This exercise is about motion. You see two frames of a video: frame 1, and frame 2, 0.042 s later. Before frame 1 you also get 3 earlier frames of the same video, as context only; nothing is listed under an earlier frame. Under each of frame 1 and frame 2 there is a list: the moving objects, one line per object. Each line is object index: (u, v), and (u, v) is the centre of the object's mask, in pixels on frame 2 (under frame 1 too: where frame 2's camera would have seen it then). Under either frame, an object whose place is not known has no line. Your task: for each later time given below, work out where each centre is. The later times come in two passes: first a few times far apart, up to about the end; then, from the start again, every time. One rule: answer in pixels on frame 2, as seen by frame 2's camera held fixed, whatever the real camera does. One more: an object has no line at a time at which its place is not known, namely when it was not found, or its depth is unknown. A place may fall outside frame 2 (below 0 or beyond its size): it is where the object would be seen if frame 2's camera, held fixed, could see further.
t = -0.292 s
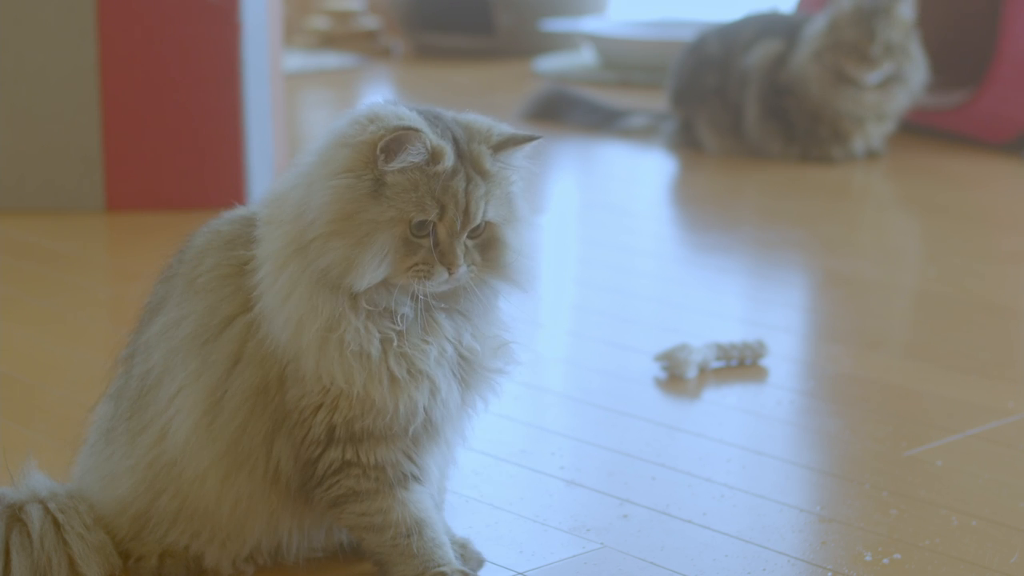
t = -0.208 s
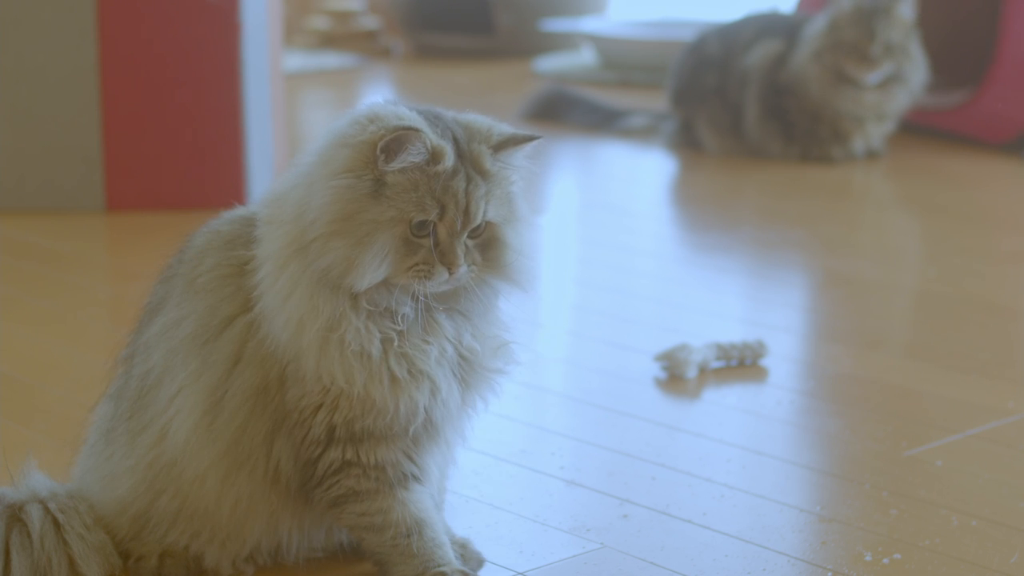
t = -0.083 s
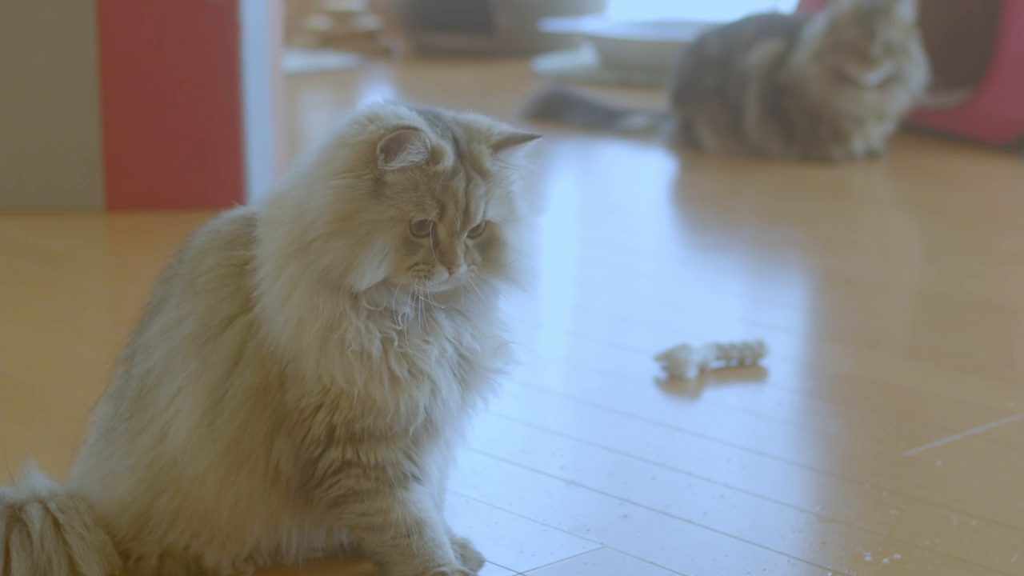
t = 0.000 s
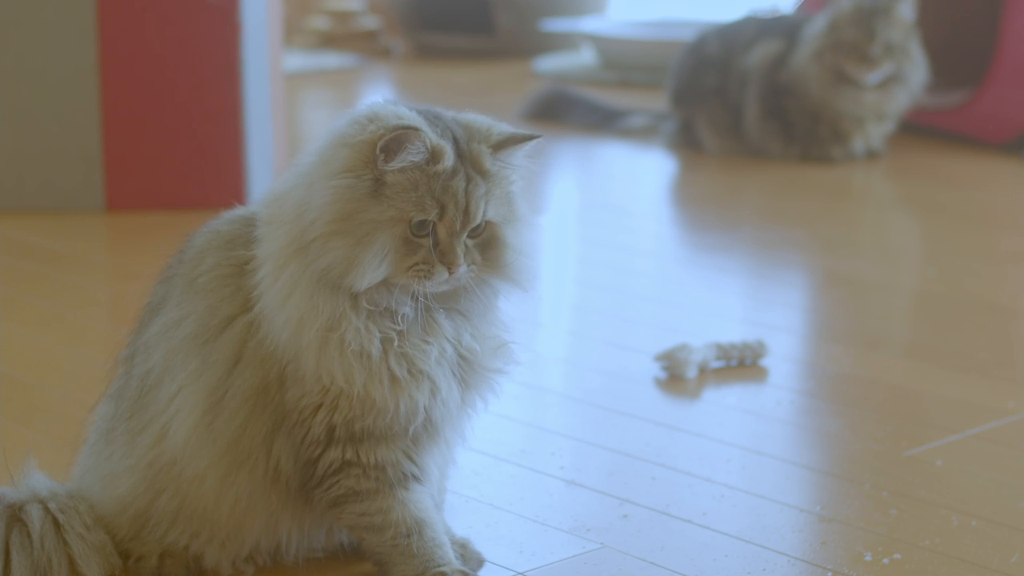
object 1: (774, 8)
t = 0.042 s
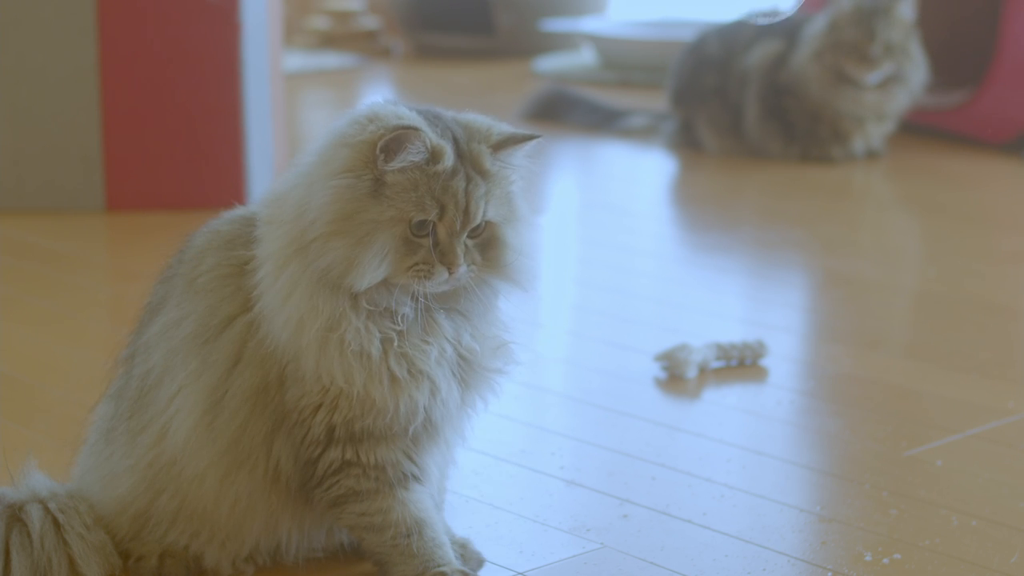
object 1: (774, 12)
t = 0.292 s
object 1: (740, 36)
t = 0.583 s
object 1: (710, 70)
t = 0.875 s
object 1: (690, 136)
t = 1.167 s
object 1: (672, 217)
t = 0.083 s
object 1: (768, 14)
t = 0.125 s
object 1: (763, 18)
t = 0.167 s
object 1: (757, 21)
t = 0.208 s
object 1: (747, 22)
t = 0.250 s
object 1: (744, 25)
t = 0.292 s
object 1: (740, 36)
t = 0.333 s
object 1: (734, 32)
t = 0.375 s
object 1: (731, 44)
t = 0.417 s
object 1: (727, 48)
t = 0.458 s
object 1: (722, 52)
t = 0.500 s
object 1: (718, 58)
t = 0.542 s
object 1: (714, 63)
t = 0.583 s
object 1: (710, 70)
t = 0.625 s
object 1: (707, 77)
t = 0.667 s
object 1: (703, 87)
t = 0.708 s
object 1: (700, 97)
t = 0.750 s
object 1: (697, 106)
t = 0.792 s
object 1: (694, 115)
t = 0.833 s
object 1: (691, 126)
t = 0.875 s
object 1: (690, 136)
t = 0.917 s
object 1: (686, 147)
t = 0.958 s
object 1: (683, 159)
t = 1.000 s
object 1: (681, 170)
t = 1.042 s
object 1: (678, 180)
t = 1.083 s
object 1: (676, 191)
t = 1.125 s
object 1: (673, 203)
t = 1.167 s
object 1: (672, 217)
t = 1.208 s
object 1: (670, 230)
